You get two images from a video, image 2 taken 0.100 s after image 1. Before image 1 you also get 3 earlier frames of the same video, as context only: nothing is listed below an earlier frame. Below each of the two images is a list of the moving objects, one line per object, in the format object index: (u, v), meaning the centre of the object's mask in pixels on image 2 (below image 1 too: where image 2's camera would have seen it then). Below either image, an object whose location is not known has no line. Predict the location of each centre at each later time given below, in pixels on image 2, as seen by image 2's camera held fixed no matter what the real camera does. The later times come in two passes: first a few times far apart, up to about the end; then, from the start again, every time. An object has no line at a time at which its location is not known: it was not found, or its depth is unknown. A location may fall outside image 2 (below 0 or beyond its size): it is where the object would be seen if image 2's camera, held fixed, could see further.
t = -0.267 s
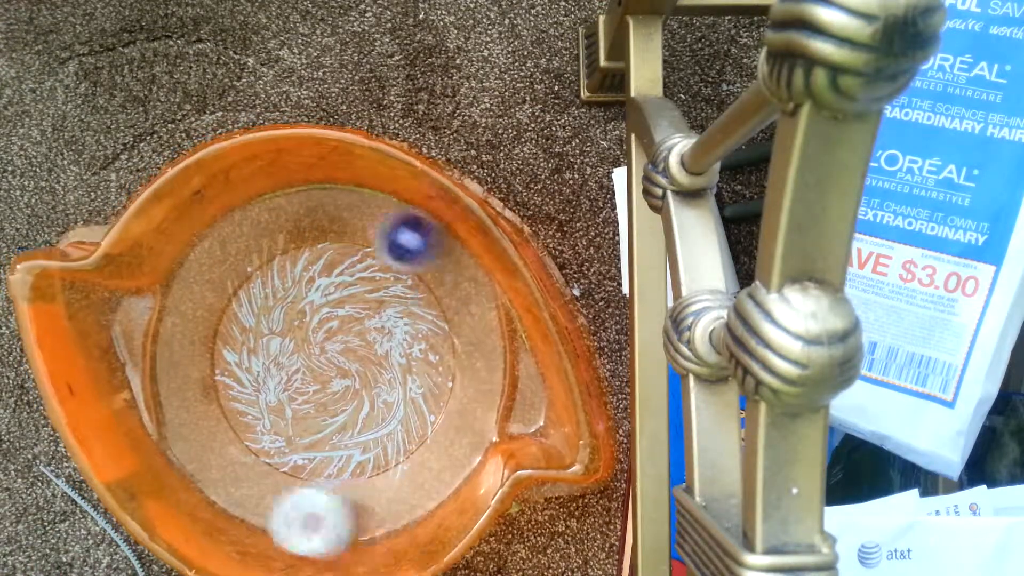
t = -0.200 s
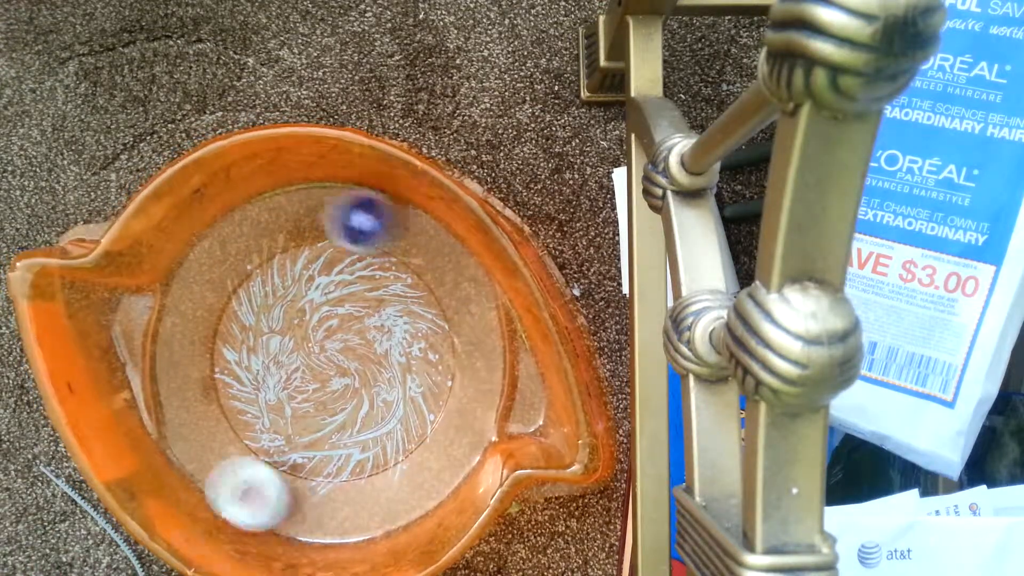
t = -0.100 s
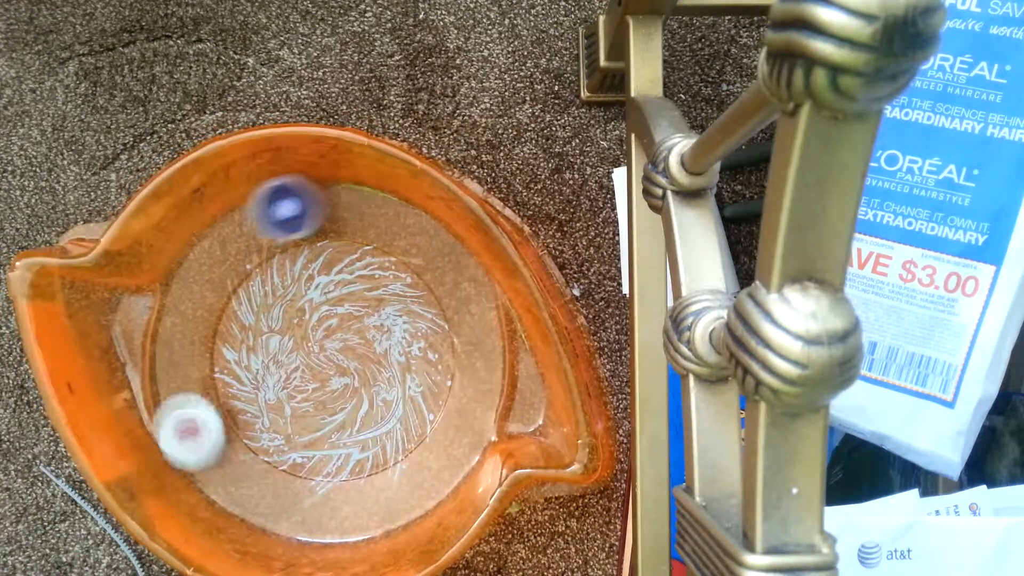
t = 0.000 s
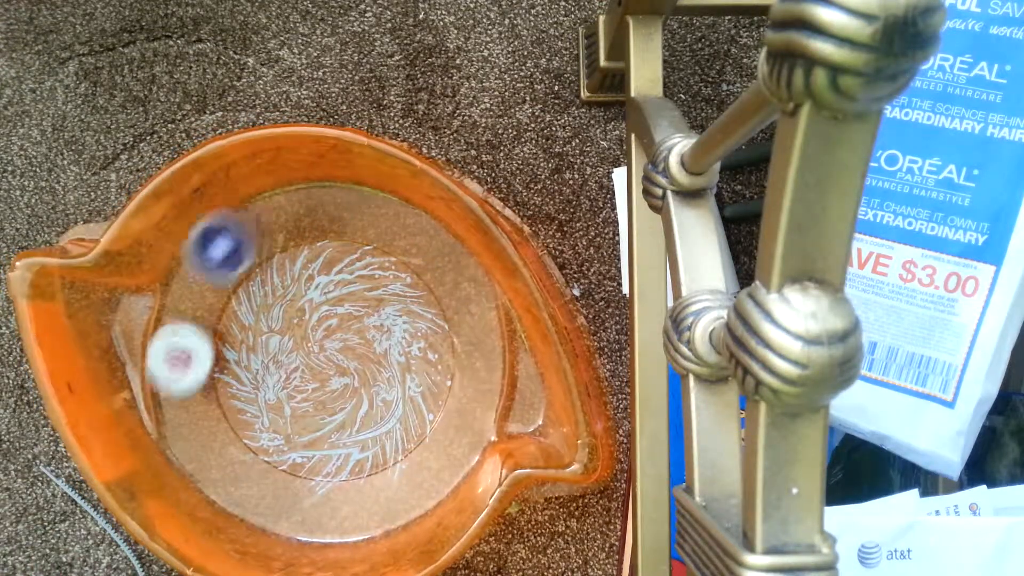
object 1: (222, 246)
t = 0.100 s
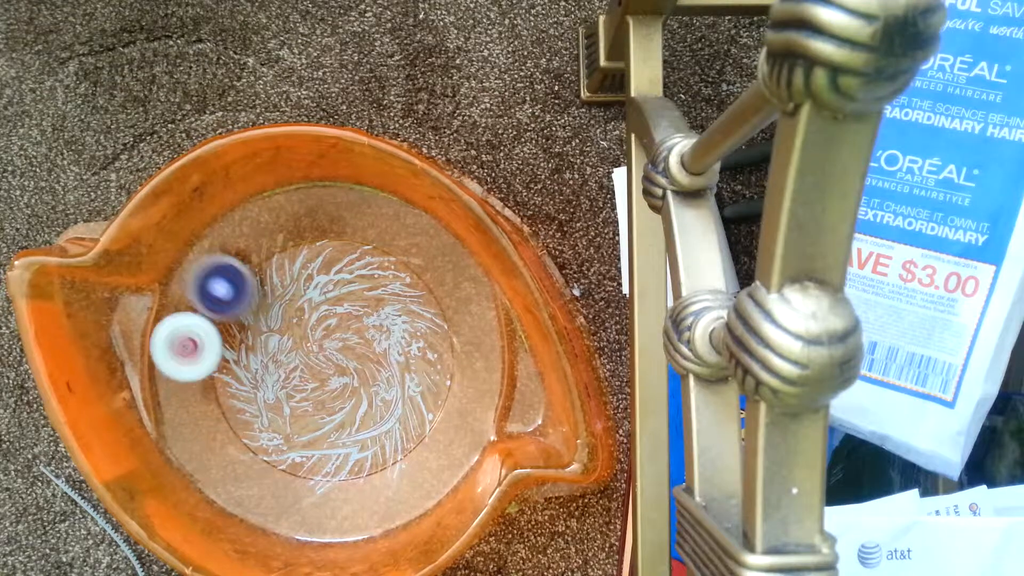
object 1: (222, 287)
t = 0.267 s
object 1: (350, 333)
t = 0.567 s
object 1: (450, 296)
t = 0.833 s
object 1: (296, 246)
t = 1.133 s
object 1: (279, 475)
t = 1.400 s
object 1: (480, 370)
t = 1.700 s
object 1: (246, 240)
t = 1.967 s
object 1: (277, 504)
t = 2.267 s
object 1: (481, 329)
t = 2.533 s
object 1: (254, 224)
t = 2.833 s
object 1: (258, 482)
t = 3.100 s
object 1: (476, 406)
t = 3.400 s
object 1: (308, 232)
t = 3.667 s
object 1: (188, 431)
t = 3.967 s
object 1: (450, 416)
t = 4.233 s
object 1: (421, 291)
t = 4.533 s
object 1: (353, 320)
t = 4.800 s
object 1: (479, 311)
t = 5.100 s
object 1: (271, 415)
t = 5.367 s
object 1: (256, 469)
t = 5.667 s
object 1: (309, 455)
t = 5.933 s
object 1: (248, 443)
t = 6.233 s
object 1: (245, 428)
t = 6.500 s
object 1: (214, 415)
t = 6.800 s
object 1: (314, 309)
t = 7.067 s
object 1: (250, 253)
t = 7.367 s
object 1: (311, 326)
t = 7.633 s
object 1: (377, 249)
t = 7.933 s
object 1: (342, 275)
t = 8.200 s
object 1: (412, 328)
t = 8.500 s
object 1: (404, 315)
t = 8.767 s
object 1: (422, 384)
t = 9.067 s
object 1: (391, 396)
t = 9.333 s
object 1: (409, 401)
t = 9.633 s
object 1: (345, 373)
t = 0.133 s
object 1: (238, 299)
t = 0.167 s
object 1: (255, 313)
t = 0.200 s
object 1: (284, 324)
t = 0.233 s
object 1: (317, 329)
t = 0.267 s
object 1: (350, 333)
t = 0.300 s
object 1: (378, 336)
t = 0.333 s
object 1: (410, 334)
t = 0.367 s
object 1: (435, 329)
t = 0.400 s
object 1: (447, 325)
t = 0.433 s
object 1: (454, 322)
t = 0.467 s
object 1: (459, 317)
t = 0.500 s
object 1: (459, 311)
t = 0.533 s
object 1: (457, 304)
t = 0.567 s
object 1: (450, 296)
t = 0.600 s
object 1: (441, 287)
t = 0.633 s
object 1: (429, 277)
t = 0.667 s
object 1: (416, 266)
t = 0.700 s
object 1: (399, 255)
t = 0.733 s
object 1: (376, 245)
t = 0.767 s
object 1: (351, 237)
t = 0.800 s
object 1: (324, 237)
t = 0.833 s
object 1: (296, 246)
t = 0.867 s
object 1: (267, 265)
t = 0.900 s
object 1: (245, 286)
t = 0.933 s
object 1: (228, 309)
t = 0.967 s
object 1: (216, 339)
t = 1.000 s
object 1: (210, 369)
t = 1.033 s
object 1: (212, 403)
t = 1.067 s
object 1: (225, 427)
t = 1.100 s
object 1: (248, 451)
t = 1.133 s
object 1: (279, 475)
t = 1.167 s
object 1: (312, 490)
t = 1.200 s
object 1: (350, 501)
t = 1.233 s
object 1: (389, 504)
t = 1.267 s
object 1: (416, 492)
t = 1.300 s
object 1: (443, 467)
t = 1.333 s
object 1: (459, 437)
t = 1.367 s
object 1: (469, 406)
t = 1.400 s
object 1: (480, 370)
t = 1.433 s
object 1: (483, 337)
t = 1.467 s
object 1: (477, 305)
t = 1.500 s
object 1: (456, 279)
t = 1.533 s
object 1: (429, 256)
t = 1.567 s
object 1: (400, 238)
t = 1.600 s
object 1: (366, 225)
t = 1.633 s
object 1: (324, 221)
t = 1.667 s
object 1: (285, 227)
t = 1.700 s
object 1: (246, 240)
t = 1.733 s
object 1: (212, 262)
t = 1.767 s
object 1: (184, 294)
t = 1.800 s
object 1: (164, 331)
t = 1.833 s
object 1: (158, 407)
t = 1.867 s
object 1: (186, 435)
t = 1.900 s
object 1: (214, 461)
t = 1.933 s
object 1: (243, 483)
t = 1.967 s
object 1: (277, 504)
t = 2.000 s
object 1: (315, 518)
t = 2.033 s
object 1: (353, 520)
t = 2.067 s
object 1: (387, 509)
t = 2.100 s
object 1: (414, 489)
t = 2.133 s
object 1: (440, 463)
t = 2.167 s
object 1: (459, 434)
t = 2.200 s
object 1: (472, 401)
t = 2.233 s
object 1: (480, 363)
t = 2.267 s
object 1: (481, 329)
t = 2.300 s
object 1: (471, 299)
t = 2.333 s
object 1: (449, 272)
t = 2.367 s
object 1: (423, 249)
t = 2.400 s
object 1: (392, 231)
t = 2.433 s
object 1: (359, 217)
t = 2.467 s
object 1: (323, 210)
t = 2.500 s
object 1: (288, 211)
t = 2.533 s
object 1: (254, 224)
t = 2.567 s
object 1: (224, 245)
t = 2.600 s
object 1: (195, 275)
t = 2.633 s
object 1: (176, 308)
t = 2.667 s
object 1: (163, 347)
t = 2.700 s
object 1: (155, 388)
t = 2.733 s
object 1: (169, 420)
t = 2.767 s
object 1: (196, 443)
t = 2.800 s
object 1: (229, 465)
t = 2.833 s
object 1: (258, 482)
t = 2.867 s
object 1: (292, 496)
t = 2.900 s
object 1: (324, 502)
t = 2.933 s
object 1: (357, 501)
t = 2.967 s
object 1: (392, 492)
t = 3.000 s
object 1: (422, 476)
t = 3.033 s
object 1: (444, 458)
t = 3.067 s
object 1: (461, 433)
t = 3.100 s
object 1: (476, 406)
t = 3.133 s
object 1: (486, 373)
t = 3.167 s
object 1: (490, 342)
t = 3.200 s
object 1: (479, 313)
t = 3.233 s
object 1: (457, 289)
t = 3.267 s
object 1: (436, 269)
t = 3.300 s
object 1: (409, 251)
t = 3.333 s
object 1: (378, 239)
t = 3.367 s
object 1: (344, 230)
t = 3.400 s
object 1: (308, 232)
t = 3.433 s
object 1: (273, 240)
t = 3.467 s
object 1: (241, 257)
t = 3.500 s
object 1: (211, 281)
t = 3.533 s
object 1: (188, 310)
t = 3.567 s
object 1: (170, 342)
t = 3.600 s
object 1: (160, 374)
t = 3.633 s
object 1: (160, 410)
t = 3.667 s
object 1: (188, 431)
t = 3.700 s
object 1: (222, 451)
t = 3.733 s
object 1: (253, 471)
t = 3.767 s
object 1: (281, 481)
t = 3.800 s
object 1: (316, 489)
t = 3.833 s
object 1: (352, 489)
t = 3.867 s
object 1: (382, 479)
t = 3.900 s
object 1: (412, 463)
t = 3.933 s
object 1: (435, 441)
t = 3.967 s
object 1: (450, 416)
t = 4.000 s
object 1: (462, 383)
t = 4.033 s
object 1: (467, 356)
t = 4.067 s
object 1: (474, 328)
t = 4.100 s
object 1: (479, 314)
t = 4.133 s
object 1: (466, 307)
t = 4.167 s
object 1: (455, 302)
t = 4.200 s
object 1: (444, 297)
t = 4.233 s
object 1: (421, 291)
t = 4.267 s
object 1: (400, 286)
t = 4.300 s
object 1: (375, 284)
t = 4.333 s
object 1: (349, 284)
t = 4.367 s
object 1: (327, 290)
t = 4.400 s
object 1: (305, 301)
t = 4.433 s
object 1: (302, 309)
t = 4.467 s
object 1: (318, 311)
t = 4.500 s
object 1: (336, 314)
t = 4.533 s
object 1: (353, 320)
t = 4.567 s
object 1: (363, 328)
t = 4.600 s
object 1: (372, 336)
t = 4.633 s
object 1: (378, 343)
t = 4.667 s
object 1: (380, 352)
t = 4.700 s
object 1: (380, 357)
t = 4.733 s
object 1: (421, 342)
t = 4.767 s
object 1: (462, 324)
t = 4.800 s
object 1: (479, 311)
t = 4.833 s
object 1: (459, 320)
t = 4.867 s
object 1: (440, 326)
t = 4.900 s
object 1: (418, 335)
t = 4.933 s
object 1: (399, 343)
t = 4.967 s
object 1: (370, 361)
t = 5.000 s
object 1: (341, 377)
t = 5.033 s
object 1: (316, 391)
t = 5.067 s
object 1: (292, 401)
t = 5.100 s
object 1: (271, 415)
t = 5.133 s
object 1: (257, 426)
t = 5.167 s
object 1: (241, 440)
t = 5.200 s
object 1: (236, 448)
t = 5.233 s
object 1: (235, 454)
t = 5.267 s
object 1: (237, 459)
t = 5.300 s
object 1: (243, 463)
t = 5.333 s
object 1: (249, 467)
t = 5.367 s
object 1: (256, 469)
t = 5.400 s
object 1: (265, 470)
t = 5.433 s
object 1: (274, 471)
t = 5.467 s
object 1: (283, 471)
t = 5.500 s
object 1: (295, 468)
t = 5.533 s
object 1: (303, 466)
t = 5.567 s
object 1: (308, 463)
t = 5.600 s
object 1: (311, 460)
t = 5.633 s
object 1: (312, 457)
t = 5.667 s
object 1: (309, 455)
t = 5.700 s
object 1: (304, 452)
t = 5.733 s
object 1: (295, 450)
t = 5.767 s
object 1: (286, 449)
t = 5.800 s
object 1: (274, 449)
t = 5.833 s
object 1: (264, 450)
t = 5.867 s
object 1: (253, 452)
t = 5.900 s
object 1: (250, 448)
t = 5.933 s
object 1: (248, 443)
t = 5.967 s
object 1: (247, 438)
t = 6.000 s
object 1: (246, 435)
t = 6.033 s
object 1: (245, 432)
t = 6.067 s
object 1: (244, 431)
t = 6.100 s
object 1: (243, 430)
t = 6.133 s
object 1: (242, 430)
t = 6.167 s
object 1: (242, 430)
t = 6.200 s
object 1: (243, 430)
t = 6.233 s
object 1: (245, 428)
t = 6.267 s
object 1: (235, 428)
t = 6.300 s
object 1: (203, 432)
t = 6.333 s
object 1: (182, 433)
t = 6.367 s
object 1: (175, 432)
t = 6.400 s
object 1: (178, 427)
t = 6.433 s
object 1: (188, 422)
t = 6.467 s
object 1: (199, 418)
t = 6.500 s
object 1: (214, 415)
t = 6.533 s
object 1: (233, 412)
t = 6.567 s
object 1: (251, 406)
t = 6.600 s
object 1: (266, 397)
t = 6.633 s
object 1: (281, 384)
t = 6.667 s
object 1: (291, 372)
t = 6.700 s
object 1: (301, 357)
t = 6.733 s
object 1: (308, 340)
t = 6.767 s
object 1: (312, 326)
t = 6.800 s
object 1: (314, 309)
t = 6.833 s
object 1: (294, 281)
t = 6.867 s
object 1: (278, 260)
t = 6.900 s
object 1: (268, 251)
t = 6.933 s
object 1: (262, 244)
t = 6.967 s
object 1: (258, 243)
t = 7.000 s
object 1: (255, 245)
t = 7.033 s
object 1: (252, 248)
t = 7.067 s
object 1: (250, 253)
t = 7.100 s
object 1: (248, 259)
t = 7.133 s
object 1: (247, 268)
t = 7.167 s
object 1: (247, 280)
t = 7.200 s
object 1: (250, 293)
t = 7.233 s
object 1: (258, 305)
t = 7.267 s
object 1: (270, 315)
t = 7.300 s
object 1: (283, 321)
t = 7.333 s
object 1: (296, 325)
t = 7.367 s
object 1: (311, 326)
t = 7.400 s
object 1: (325, 323)
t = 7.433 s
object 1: (338, 309)
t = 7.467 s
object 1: (349, 295)
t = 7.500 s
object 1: (359, 280)
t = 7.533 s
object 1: (367, 268)
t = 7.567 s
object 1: (375, 255)
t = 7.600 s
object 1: (377, 251)
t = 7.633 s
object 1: (377, 249)
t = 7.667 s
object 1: (375, 249)
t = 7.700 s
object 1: (372, 248)
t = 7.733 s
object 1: (366, 247)
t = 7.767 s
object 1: (360, 248)
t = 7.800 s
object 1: (350, 251)
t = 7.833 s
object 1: (344, 256)
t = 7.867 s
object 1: (340, 261)
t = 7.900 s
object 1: (340, 268)
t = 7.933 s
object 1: (342, 275)
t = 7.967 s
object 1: (349, 283)
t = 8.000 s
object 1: (355, 292)
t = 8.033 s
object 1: (365, 301)
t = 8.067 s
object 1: (374, 309)
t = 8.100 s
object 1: (383, 316)
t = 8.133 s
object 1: (393, 323)
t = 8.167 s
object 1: (403, 327)
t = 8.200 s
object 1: (412, 328)
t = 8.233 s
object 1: (416, 328)
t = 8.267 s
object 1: (419, 326)
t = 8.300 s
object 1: (421, 322)
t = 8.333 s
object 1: (422, 319)
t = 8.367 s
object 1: (421, 317)
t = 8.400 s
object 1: (418, 314)
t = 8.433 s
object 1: (415, 313)
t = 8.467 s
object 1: (411, 313)
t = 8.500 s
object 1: (404, 315)
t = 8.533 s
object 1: (395, 322)
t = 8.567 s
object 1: (385, 330)
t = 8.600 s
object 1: (379, 340)
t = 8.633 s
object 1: (395, 352)
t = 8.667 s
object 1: (409, 362)
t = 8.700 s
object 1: (417, 372)
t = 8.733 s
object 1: (421, 378)
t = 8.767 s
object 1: (422, 384)
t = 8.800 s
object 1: (421, 388)
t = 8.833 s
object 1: (421, 392)
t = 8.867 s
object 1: (421, 394)
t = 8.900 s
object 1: (420, 395)
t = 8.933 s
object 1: (418, 395)
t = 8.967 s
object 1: (414, 395)
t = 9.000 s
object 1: (408, 395)
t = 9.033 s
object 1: (401, 395)
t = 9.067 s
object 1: (391, 396)
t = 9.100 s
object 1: (382, 398)
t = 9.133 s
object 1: (376, 401)
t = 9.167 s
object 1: (376, 404)
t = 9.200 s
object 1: (385, 405)
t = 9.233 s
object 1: (397, 406)
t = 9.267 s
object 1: (403, 406)
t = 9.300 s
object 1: (406, 404)
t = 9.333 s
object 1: (409, 401)
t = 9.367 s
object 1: (410, 396)
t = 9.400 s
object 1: (409, 390)
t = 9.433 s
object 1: (407, 384)
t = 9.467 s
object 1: (406, 378)
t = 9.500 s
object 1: (396, 371)
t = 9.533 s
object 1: (382, 368)
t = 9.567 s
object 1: (371, 367)
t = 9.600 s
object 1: (356, 370)
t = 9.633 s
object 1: (345, 373)
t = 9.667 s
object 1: (332, 378)
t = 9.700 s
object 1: (322, 384)
